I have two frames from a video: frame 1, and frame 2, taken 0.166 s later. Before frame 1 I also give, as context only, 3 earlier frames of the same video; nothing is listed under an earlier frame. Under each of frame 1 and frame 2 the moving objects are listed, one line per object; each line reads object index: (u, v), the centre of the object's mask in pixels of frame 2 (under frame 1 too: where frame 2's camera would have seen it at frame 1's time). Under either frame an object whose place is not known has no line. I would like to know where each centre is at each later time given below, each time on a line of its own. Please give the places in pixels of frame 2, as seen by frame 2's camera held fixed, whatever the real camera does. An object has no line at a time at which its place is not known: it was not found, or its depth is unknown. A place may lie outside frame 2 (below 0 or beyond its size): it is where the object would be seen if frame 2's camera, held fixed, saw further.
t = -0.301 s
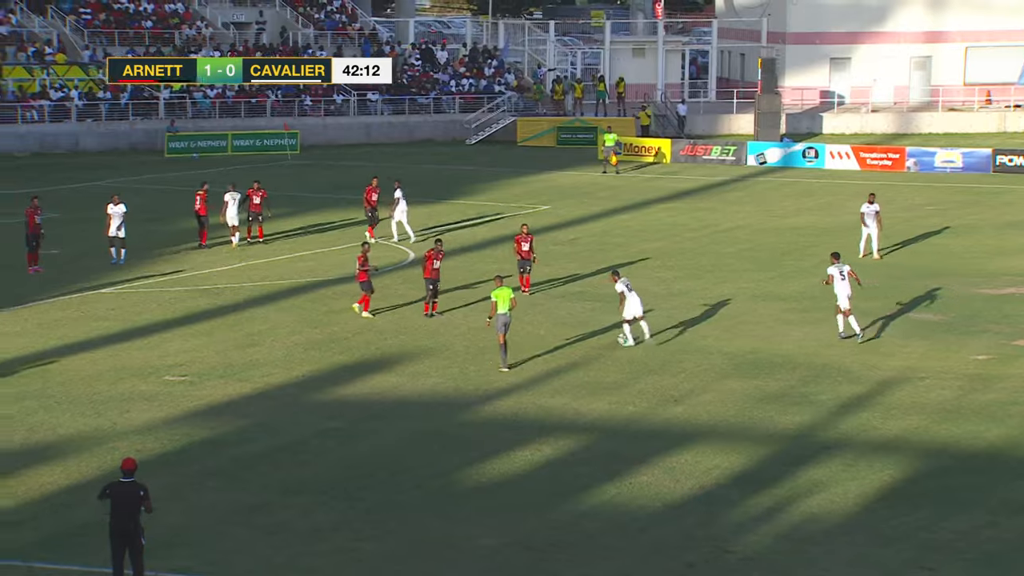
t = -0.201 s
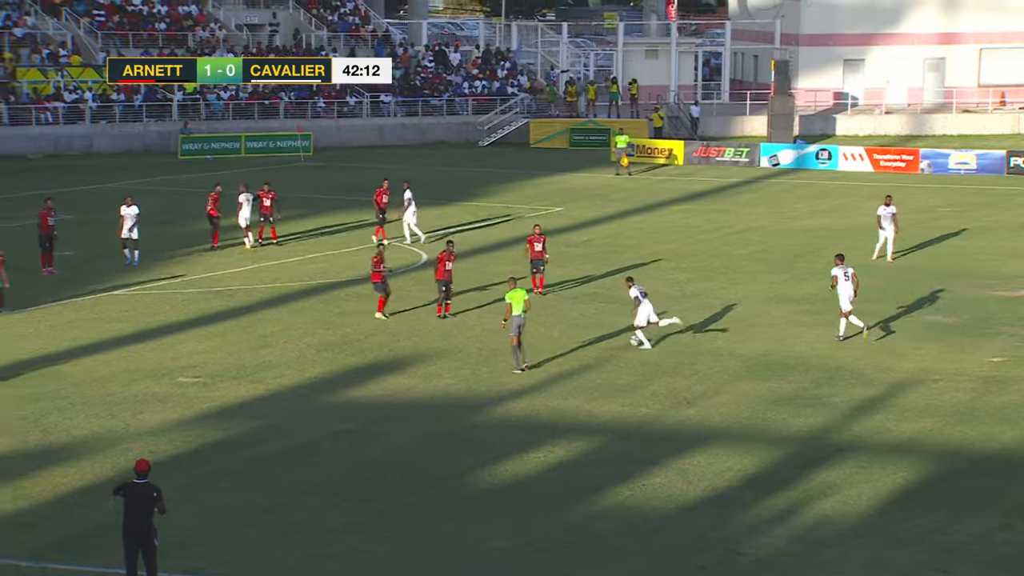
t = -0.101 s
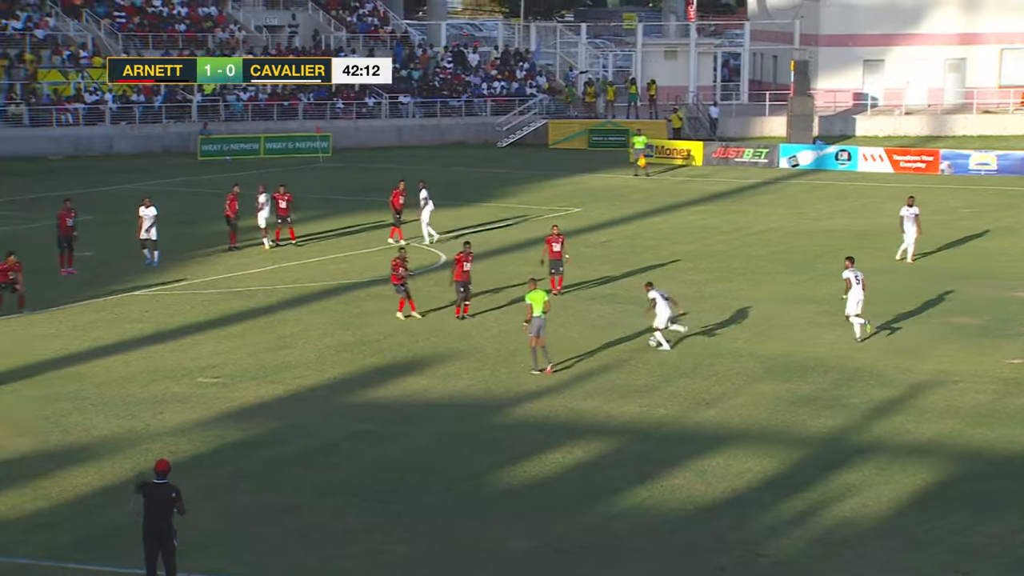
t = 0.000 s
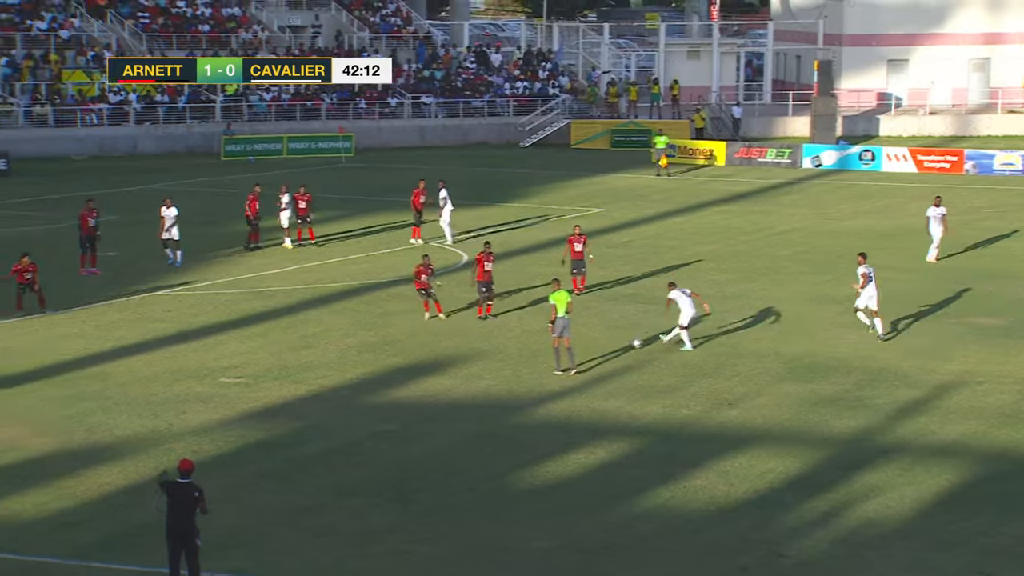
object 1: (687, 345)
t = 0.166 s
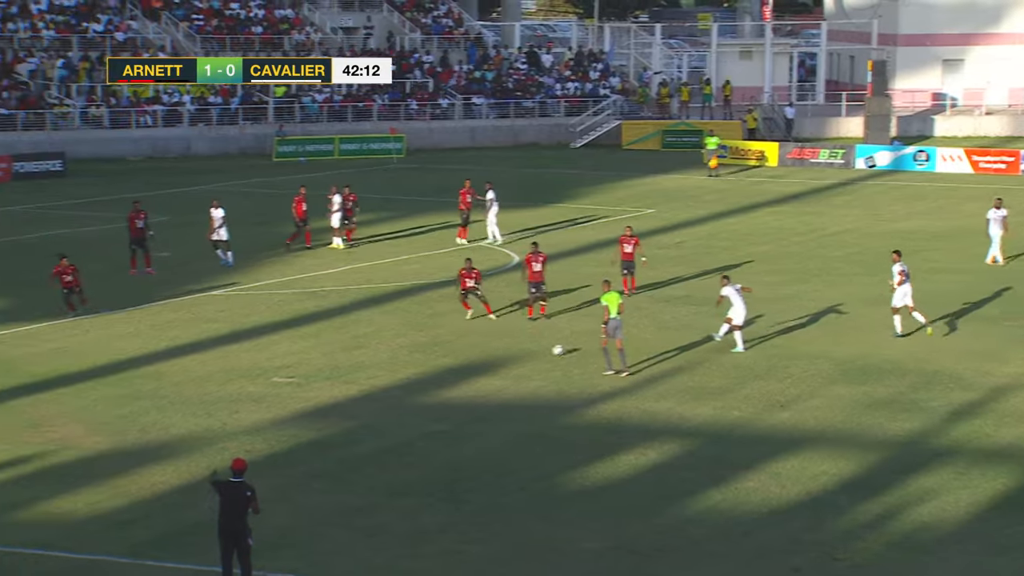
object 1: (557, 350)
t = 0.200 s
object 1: (533, 351)
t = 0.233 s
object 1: (511, 351)
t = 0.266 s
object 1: (488, 351)
